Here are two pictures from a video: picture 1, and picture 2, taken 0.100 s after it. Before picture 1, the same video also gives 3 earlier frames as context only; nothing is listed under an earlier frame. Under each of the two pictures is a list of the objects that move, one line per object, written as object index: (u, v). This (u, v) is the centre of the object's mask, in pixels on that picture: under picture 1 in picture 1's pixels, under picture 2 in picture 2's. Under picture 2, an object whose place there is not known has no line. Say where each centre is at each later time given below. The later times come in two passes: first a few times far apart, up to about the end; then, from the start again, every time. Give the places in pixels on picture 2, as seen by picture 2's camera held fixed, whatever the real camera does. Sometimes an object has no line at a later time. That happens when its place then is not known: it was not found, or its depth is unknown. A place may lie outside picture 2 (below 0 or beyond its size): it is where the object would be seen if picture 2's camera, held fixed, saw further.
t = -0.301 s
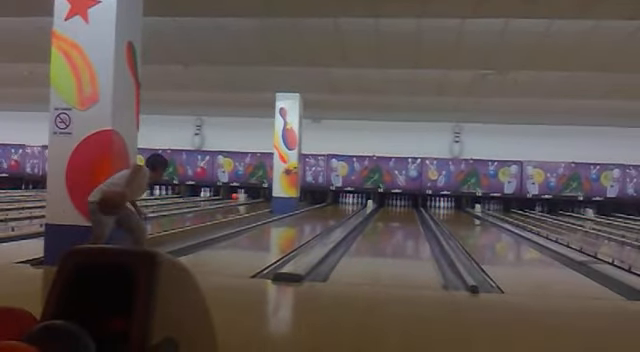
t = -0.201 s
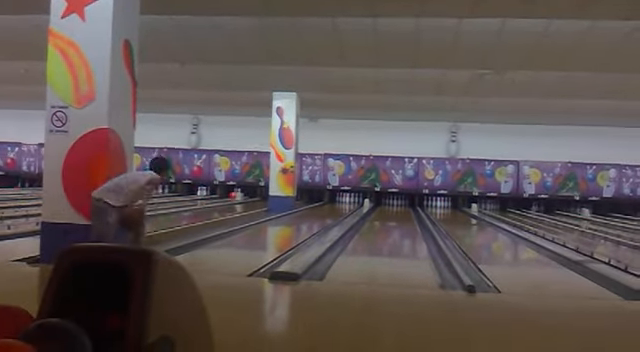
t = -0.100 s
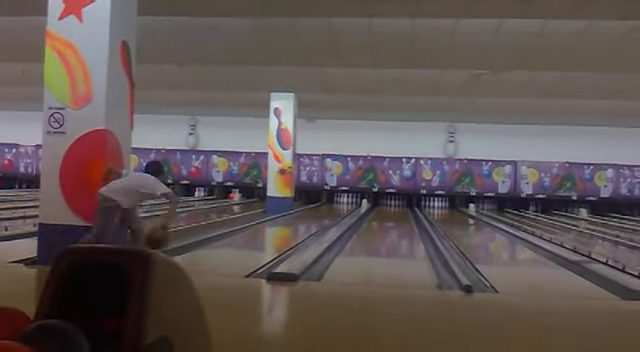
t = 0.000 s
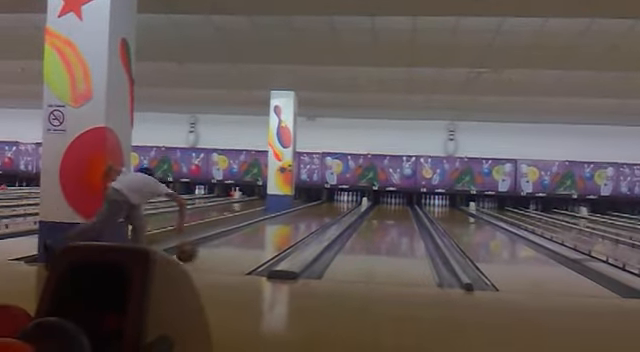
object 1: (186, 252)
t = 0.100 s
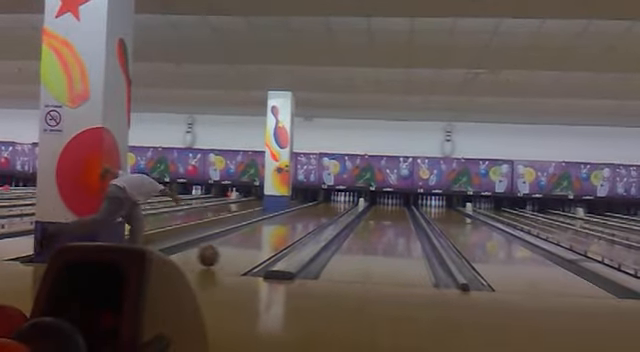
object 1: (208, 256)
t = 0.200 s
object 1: (231, 252)
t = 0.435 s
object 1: (274, 245)
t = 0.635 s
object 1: (293, 243)
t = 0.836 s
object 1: (301, 238)
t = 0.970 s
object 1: (304, 238)
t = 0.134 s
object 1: (216, 255)
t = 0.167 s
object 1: (224, 254)
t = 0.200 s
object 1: (231, 252)
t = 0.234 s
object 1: (237, 251)
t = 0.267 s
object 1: (245, 250)
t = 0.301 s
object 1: (251, 249)
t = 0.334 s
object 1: (256, 248)
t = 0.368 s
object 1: (262, 247)
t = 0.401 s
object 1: (268, 246)
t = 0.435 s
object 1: (274, 245)
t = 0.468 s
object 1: (279, 244)
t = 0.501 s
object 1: (283, 244)
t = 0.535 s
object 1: (288, 245)
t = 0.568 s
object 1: (290, 245)
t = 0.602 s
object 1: (292, 244)
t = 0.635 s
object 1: (293, 243)
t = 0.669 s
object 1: (294, 242)
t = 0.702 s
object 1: (295, 241)
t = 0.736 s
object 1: (297, 240)
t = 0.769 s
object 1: (299, 239)
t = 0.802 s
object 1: (300, 239)
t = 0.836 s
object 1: (301, 238)
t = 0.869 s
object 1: (301, 238)
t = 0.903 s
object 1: (301, 238)
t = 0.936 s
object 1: (304, 238)
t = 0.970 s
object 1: (304, 238)
